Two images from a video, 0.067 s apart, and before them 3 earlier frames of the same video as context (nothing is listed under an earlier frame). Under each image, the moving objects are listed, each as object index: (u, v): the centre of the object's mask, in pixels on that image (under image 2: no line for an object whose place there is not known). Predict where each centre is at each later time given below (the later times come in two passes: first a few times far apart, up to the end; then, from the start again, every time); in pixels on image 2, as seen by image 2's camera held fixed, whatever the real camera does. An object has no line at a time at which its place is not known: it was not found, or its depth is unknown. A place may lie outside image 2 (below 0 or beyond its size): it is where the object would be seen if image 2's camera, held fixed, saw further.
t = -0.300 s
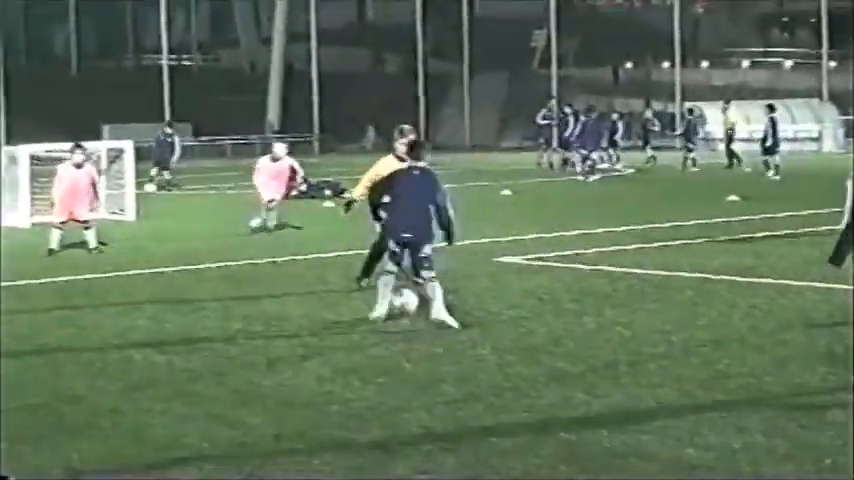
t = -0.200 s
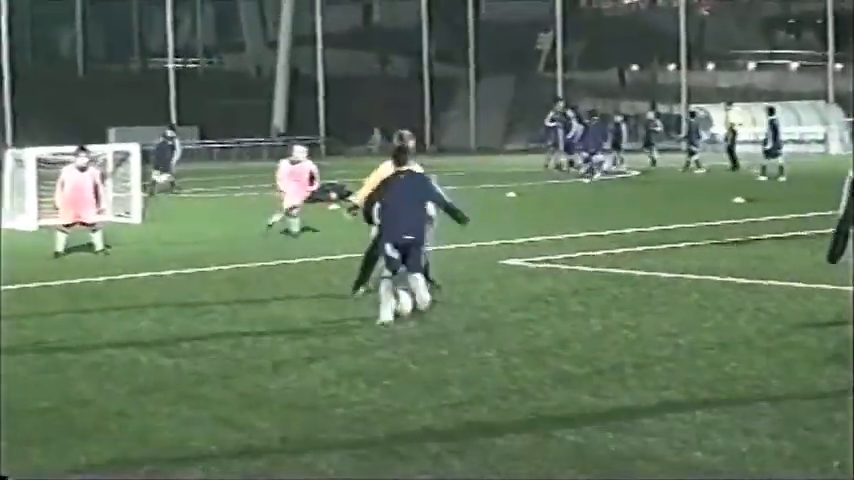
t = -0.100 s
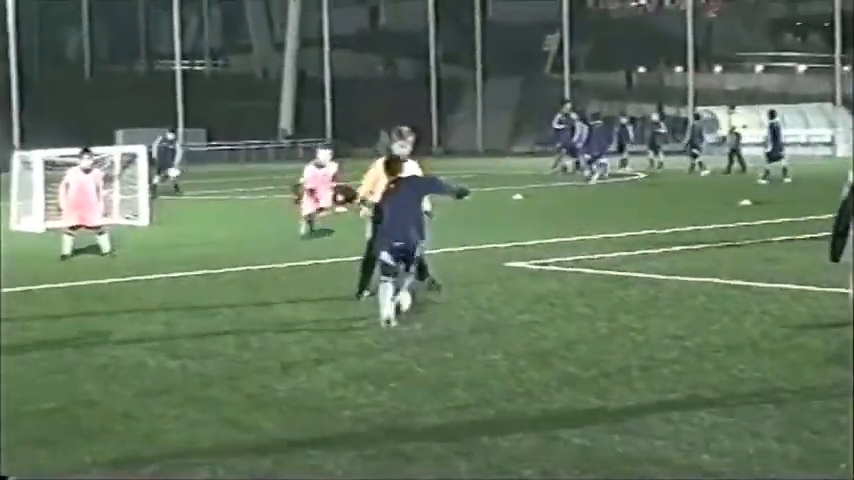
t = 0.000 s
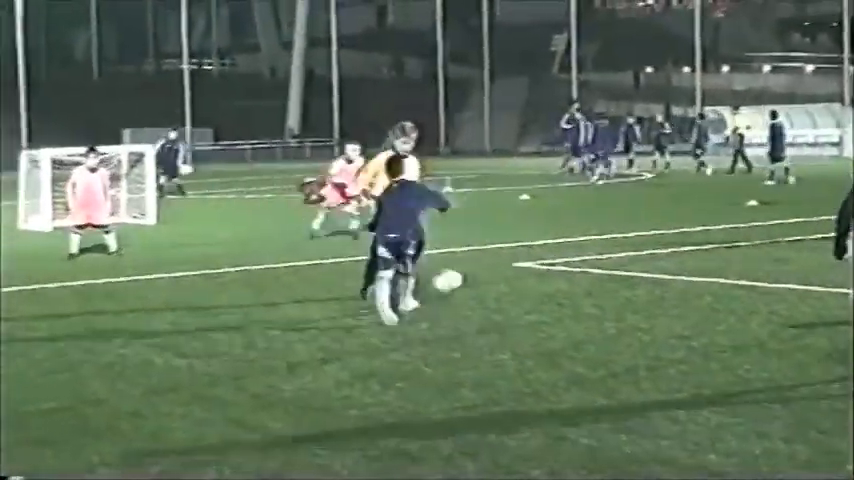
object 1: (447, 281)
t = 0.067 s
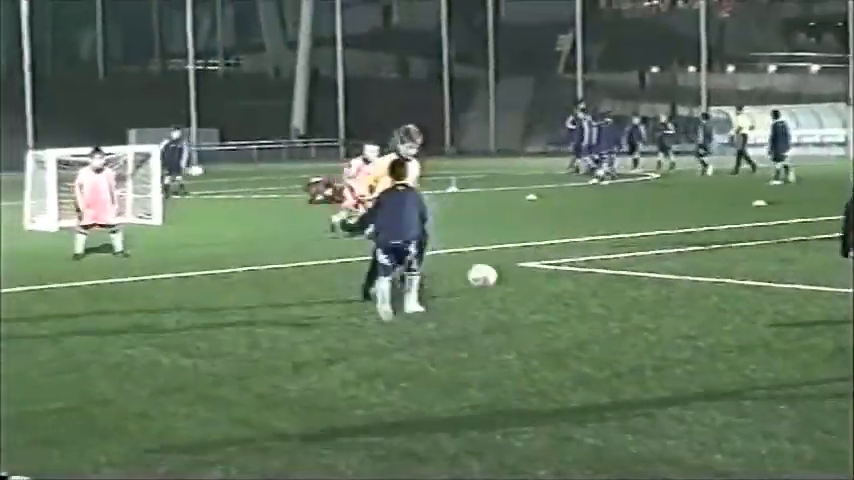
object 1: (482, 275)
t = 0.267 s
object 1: (553, 261)
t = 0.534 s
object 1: (619, 247)
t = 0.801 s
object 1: (661, 237)
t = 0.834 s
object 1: (665, 236)
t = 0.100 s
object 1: (496, 274)
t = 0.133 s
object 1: (510, 275)
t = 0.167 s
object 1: (522, 272)
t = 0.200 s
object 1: (532, 268)
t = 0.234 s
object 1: (544, 263)
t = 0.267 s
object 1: (553, 261)
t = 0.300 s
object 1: (565, 260)
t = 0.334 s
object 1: (573, 260)
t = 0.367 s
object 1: (580, 258)
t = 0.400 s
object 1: (589, 254)
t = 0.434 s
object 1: (598, 251)
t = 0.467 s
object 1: (604, 250)
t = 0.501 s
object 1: (612, 250)
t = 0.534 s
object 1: (619, 247)
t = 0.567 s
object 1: (625, 245)
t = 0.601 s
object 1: (631, 244)
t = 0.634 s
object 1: (639, 243)
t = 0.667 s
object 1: (644, 242)
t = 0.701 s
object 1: (650, 240)
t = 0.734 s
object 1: (654, 240)
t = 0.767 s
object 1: (656, 238)
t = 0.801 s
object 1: (661, 237)
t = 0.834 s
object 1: (665, 236)
